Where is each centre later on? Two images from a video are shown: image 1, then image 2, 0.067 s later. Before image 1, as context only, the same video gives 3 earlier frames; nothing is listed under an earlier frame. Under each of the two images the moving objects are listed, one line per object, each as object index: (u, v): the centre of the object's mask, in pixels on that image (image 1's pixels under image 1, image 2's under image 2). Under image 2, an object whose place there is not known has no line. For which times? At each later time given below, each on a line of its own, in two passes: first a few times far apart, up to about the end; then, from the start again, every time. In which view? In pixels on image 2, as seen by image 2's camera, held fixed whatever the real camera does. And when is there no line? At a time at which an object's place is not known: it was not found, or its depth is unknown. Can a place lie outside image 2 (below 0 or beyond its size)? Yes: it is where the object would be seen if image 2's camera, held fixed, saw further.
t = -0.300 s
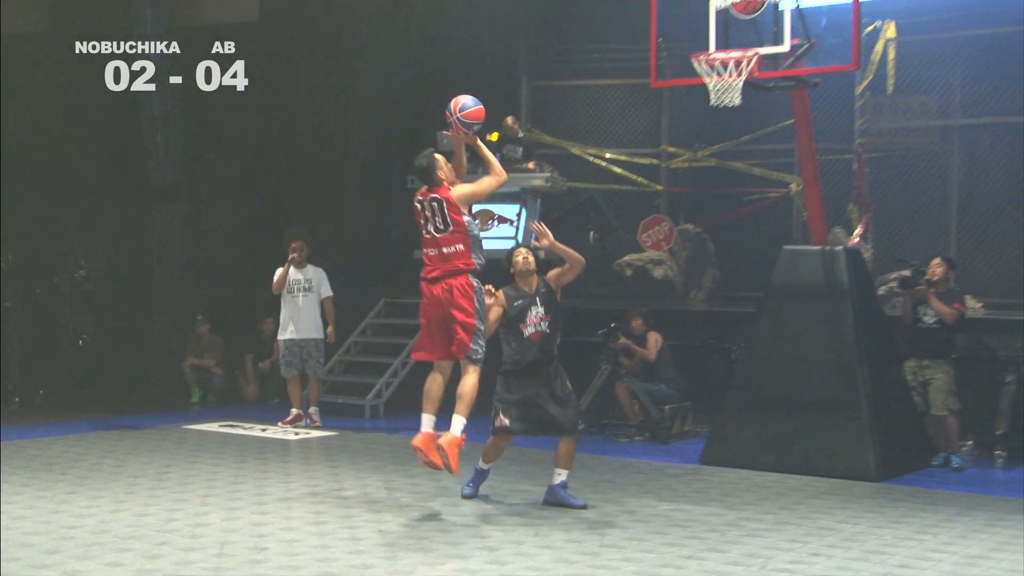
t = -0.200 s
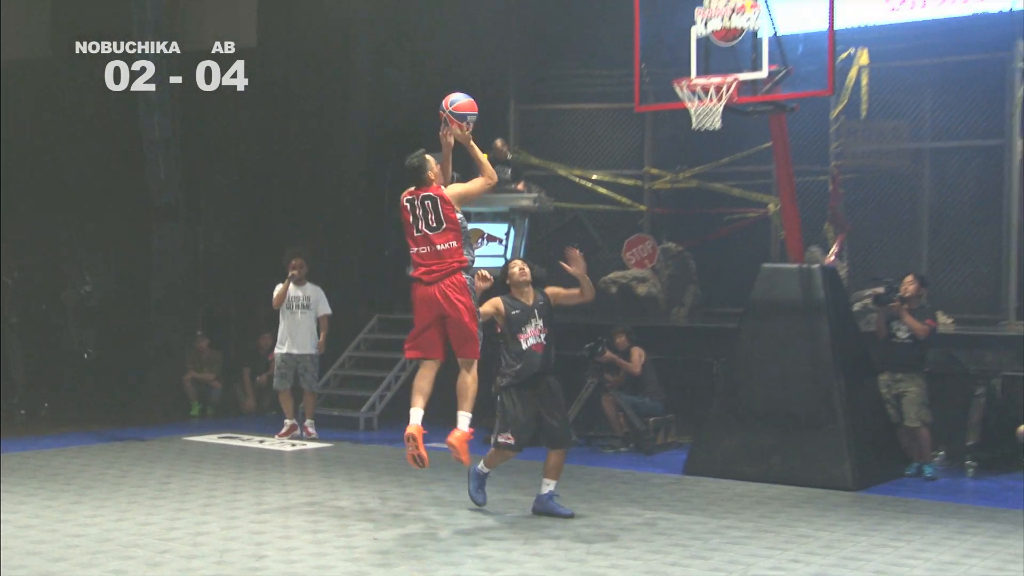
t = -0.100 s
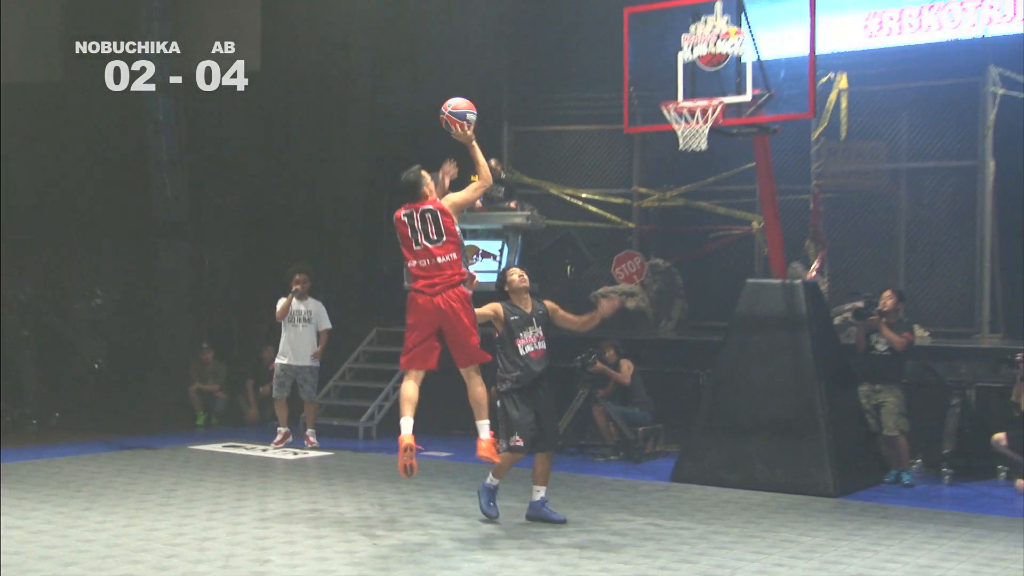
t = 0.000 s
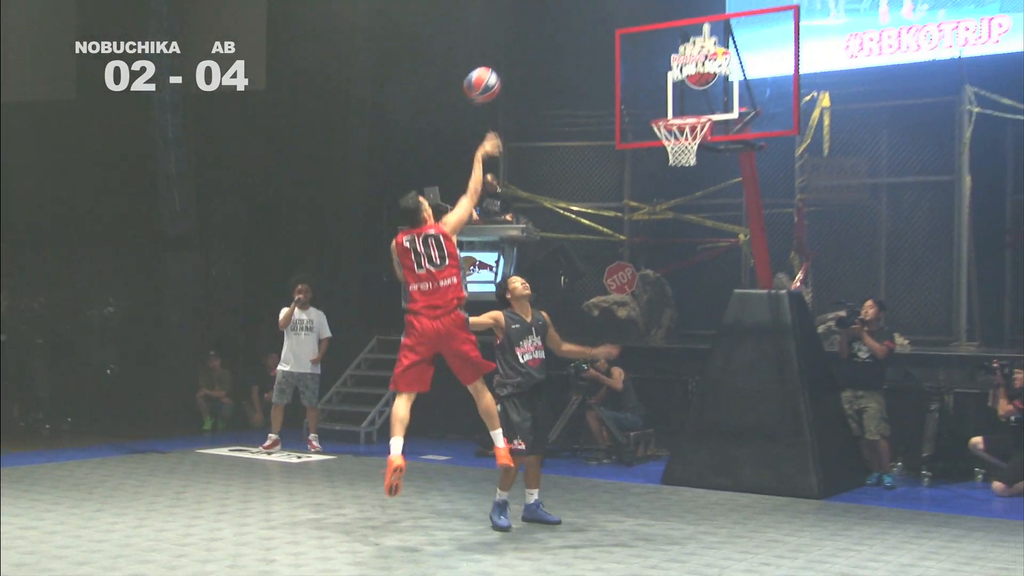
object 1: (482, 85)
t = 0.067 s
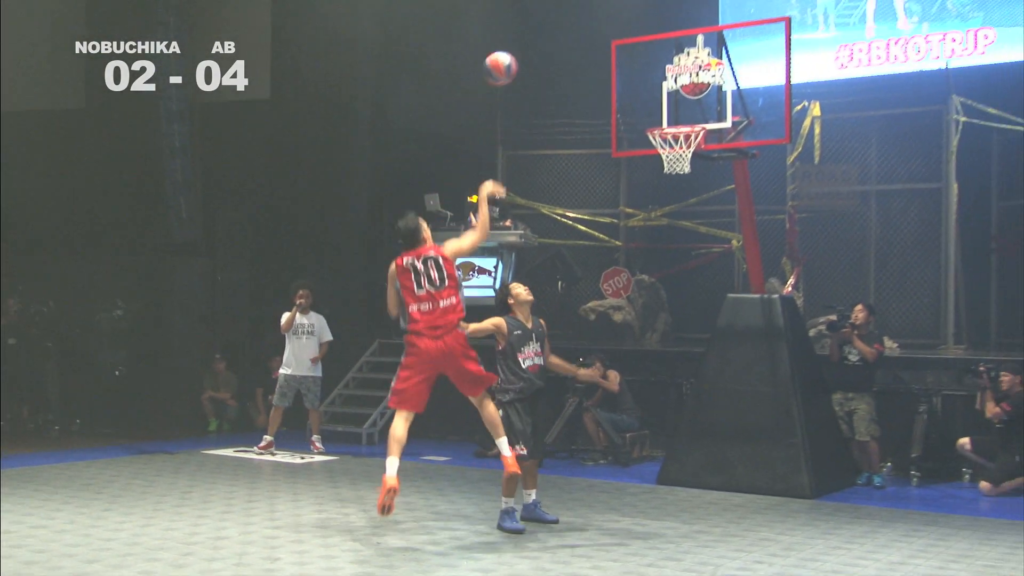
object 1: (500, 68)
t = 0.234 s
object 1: (544, 32)
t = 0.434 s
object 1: (593, 35)
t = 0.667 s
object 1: (638, 95)
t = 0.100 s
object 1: (510, 57)
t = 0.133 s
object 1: (518, 48)
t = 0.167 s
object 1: (527, 40)
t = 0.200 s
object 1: (535, 35)
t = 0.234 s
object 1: (544, 32)
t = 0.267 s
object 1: (553, 29)
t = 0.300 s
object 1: (562, 28)
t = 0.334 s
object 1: (570, 27)
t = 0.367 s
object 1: (577, 29)
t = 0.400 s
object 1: (585, 31)
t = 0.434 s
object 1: (593, 35)
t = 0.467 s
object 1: (601, 39)
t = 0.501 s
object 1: (603, 46)
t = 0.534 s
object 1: (610, 54)
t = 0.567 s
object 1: (618, 63)
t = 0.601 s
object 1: (625, 72)
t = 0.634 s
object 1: (632, 82)
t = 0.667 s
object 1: (638, 95)
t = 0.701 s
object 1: (645, 110)
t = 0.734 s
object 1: (648, 120)
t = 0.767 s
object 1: (645, 130)
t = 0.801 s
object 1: (641, 143)
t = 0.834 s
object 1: (641, 155)
